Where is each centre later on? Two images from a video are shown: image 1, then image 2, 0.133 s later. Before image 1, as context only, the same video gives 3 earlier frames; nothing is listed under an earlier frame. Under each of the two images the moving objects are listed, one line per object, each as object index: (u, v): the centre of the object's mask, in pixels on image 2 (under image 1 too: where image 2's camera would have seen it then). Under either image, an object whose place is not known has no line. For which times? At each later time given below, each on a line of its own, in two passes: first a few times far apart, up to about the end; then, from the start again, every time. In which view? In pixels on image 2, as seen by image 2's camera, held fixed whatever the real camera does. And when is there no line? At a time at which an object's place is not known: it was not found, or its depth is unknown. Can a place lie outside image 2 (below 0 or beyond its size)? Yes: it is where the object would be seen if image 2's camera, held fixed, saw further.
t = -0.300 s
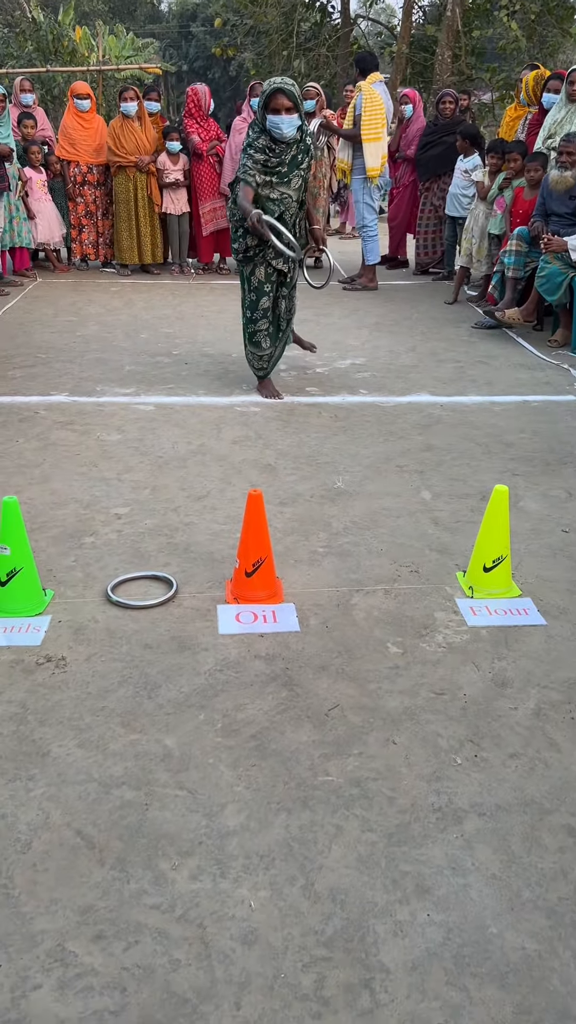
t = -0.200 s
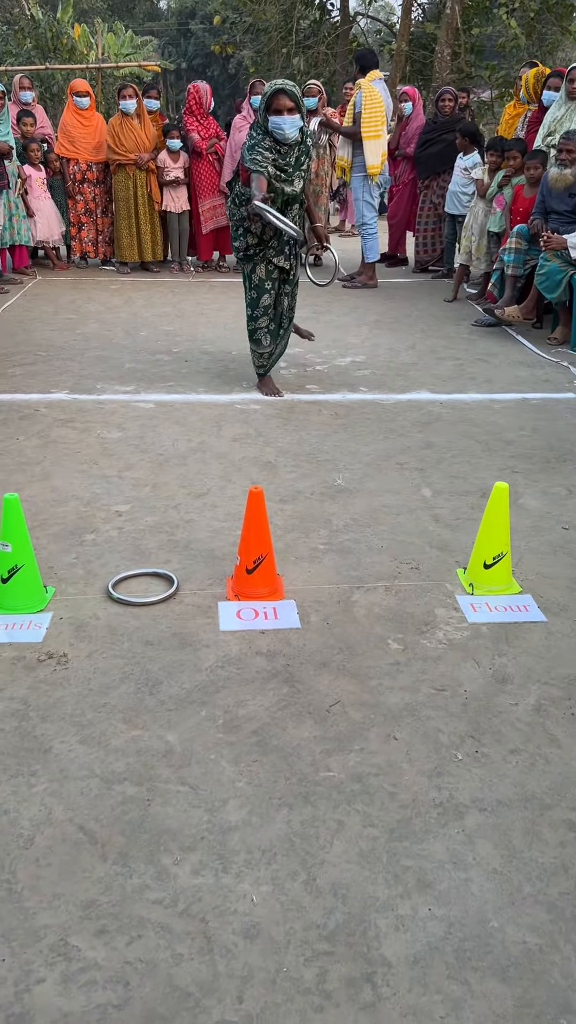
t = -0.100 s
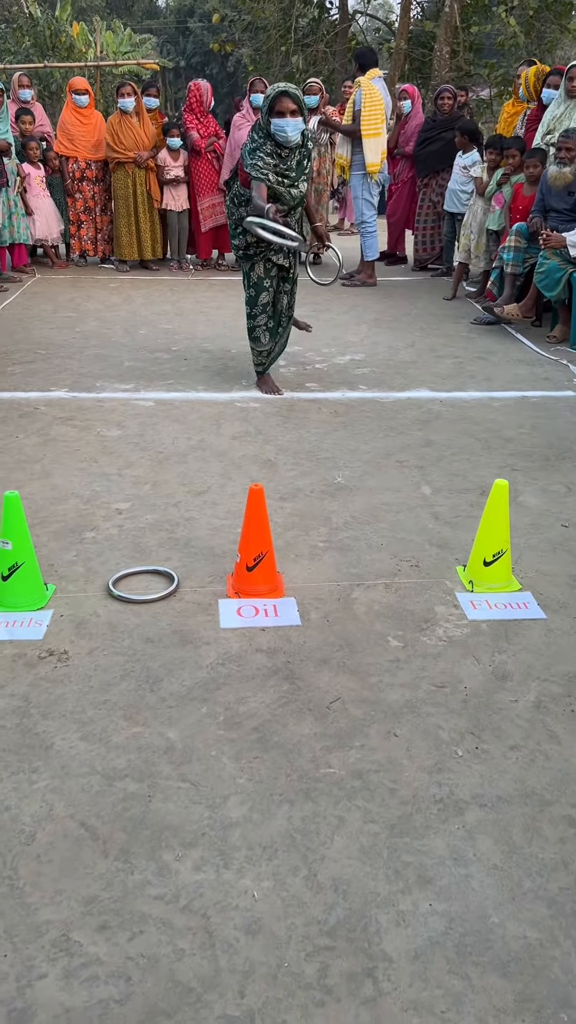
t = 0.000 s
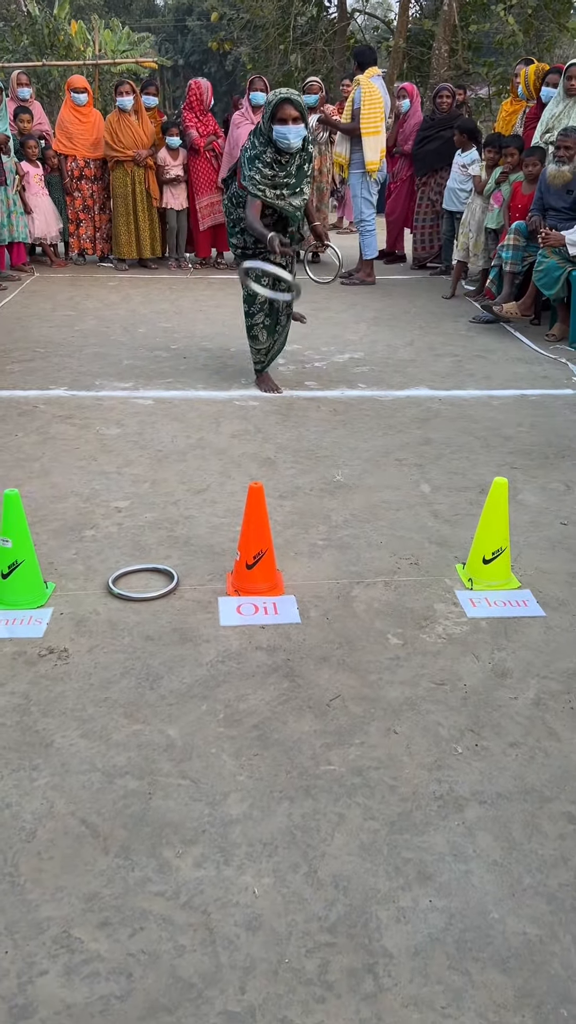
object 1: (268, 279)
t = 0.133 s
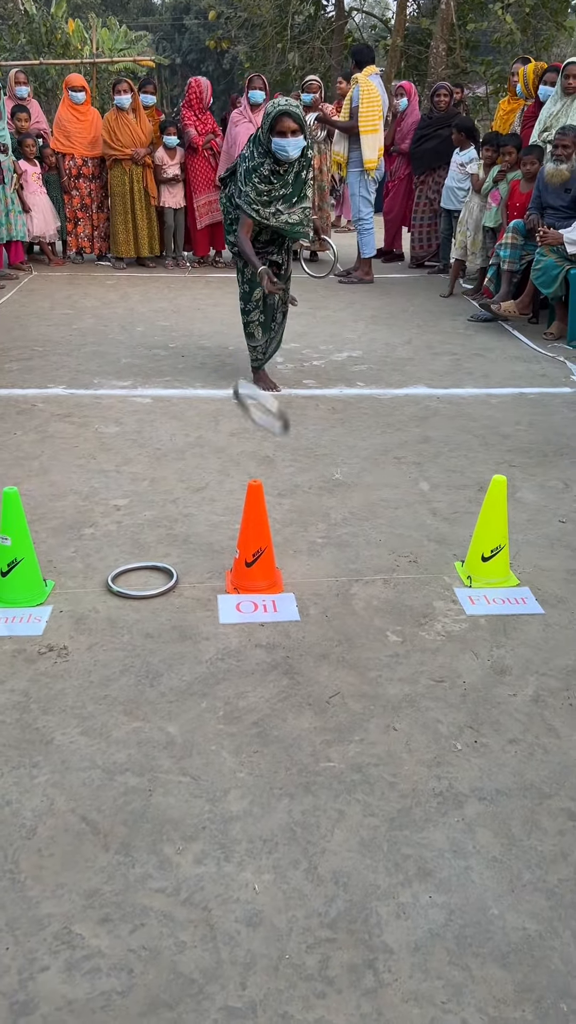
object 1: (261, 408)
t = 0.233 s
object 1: (286, 490)
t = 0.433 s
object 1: (361, 478)
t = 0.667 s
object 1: (429, 512)
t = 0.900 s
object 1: (443, 525)
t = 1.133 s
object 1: (441, 528)
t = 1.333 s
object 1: (439, 530)
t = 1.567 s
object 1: (437, 531)
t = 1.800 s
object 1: (435, 534)
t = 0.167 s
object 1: (259, 450)
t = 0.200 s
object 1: (263, 487)
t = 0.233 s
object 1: (286, 490)
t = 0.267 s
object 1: (290, 485)
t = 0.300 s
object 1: (306, 476)
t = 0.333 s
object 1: (321, 472)
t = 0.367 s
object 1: (334, 471)
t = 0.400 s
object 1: (348, 473)
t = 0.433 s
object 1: (361, 478)
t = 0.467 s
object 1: (373, 485)
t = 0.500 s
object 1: (385, 496)
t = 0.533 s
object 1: (396, 508)
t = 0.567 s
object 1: (405, 504)
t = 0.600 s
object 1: (413, 504)
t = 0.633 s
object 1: (421, 506)
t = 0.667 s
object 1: (429, 512)
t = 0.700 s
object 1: (434, 514)
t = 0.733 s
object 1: (439, 519)
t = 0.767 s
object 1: (443, 522)
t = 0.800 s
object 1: (444, 524)
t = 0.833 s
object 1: (445, 525)
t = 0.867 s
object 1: (444, 526)
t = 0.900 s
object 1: (443, 525)
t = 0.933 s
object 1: (444, 524)
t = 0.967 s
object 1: (443, 525)
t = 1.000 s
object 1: (443, 525)
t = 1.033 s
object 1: (442, 526)
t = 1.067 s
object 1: (442, 528)
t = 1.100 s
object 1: (442, 528)
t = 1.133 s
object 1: (441, 528)
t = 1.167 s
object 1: (441, 528)
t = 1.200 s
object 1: (441, 527)
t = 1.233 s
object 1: (441, 528)
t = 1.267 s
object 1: (440, 529)
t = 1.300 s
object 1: (440, 530)
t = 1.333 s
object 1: (439, 530)
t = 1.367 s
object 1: (439, 530)
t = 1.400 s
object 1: (439, 529)
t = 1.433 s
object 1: (438, 530)
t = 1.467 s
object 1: (438, 531)
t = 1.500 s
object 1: (437, 532)
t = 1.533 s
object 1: (437, 532)
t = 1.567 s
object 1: (437, 531)
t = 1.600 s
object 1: (437, 531)
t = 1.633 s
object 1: (436, 533)
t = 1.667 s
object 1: (436, 533)
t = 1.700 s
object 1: (436, 533)
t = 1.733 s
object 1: (435, 533)
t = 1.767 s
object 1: (435, 535)
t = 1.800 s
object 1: (435, 534)
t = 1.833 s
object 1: (435, 535)
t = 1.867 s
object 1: (435, 535)
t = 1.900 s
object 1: (435, 536)
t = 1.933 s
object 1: (435, 536)
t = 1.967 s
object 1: (435, 536)
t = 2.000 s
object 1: (435, 535)
